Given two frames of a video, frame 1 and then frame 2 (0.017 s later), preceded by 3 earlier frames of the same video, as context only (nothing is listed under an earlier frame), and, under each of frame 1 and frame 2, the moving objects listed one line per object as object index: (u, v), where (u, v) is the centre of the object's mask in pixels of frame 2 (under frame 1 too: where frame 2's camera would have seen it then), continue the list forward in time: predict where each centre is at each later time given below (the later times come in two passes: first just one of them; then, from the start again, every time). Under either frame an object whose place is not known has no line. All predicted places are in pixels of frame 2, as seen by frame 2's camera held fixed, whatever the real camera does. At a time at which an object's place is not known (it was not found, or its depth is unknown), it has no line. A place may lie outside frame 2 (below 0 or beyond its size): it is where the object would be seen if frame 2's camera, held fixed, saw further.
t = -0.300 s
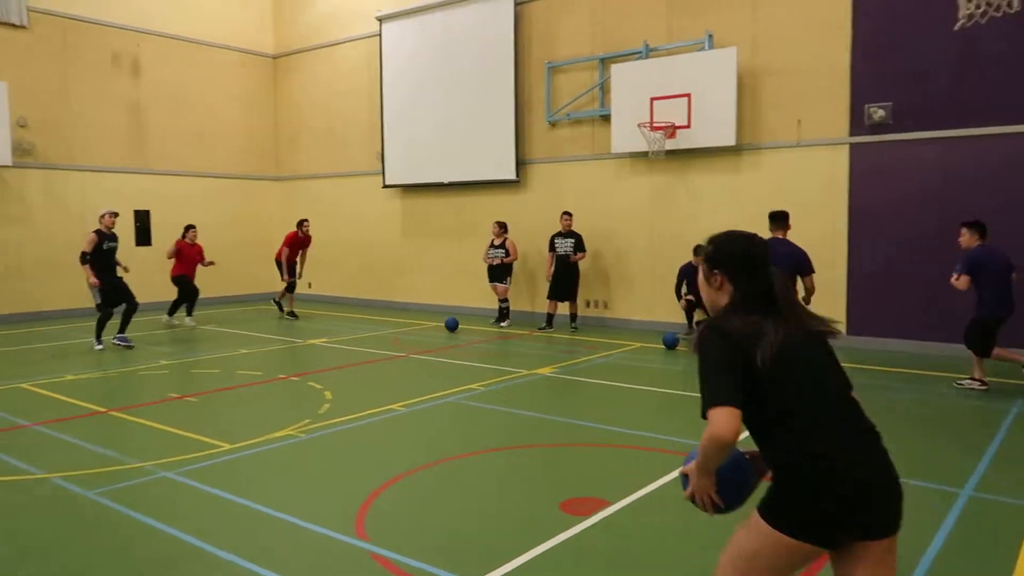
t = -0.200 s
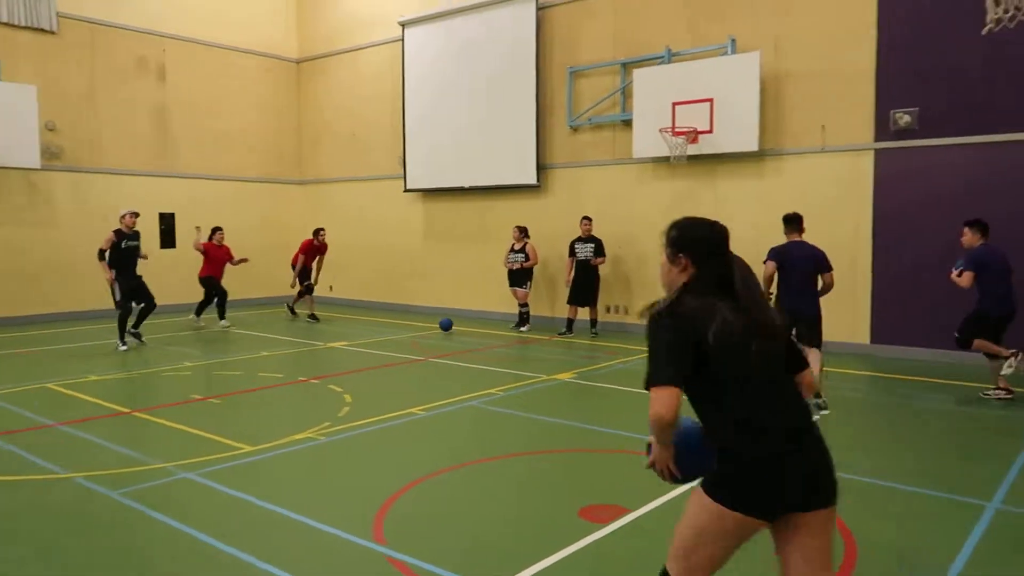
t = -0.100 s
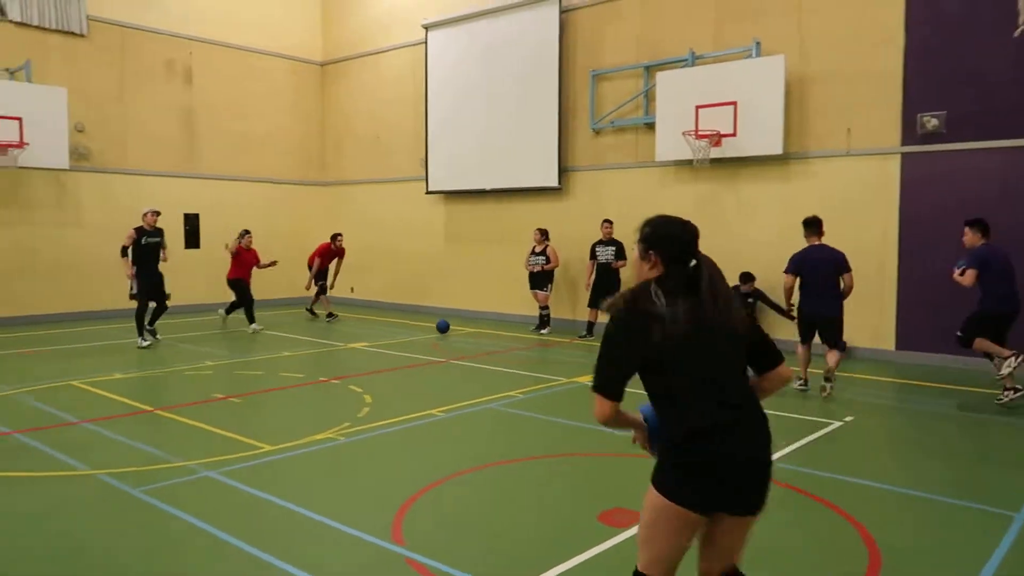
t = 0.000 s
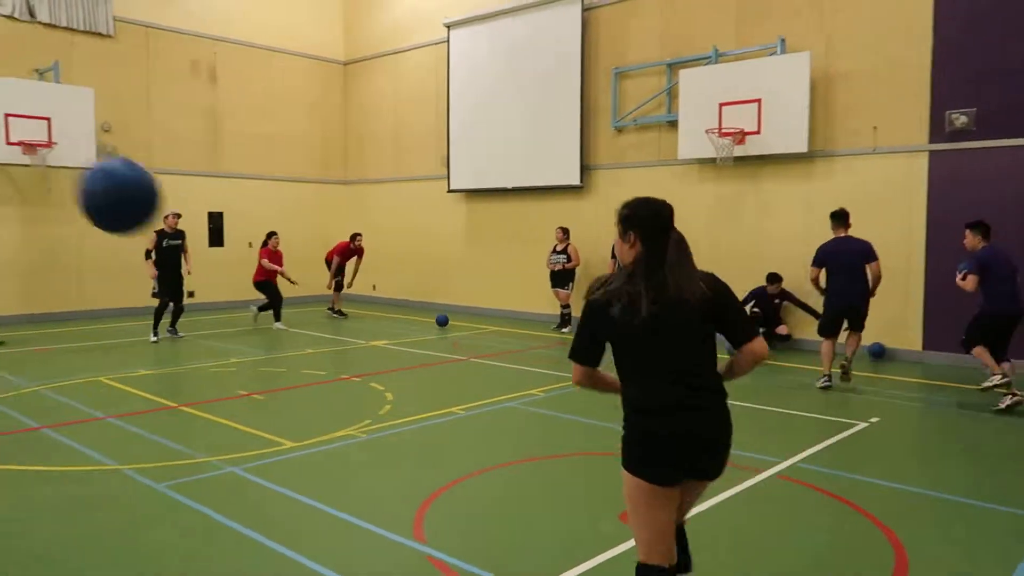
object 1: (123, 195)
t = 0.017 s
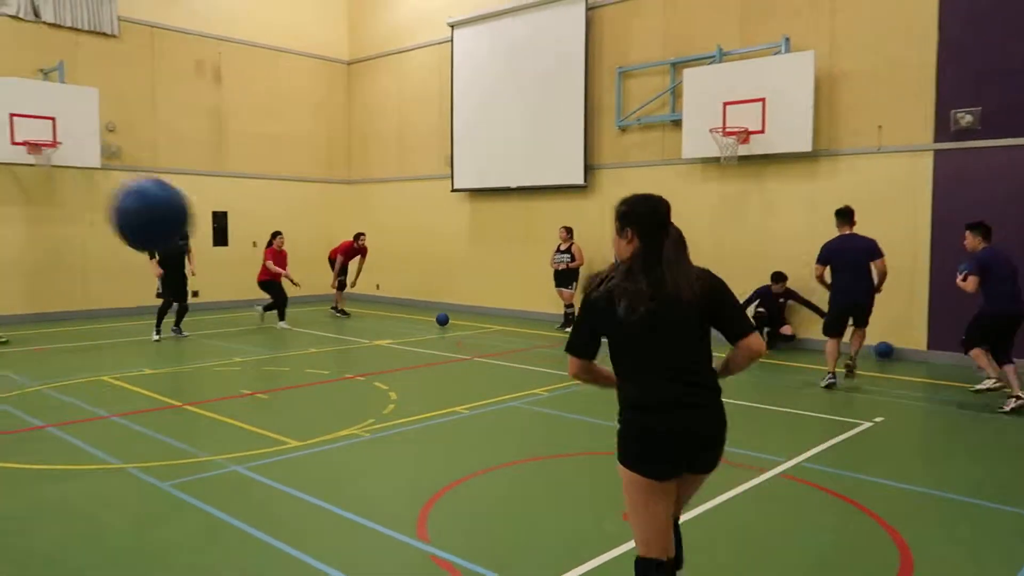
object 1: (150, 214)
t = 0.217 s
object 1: (438, 499)
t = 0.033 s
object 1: (177, 235)
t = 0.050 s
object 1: (204, 256)
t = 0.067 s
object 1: (230, 279)
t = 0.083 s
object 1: (255, 302)
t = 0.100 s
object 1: (280, 325)
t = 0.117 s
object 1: (303, 349)
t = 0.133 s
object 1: (328, 374)
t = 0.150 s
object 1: (351, 397)
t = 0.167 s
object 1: (373, 422)
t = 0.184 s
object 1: (396, 448)
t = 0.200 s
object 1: (418, 474)
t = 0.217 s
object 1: (438, 499)
